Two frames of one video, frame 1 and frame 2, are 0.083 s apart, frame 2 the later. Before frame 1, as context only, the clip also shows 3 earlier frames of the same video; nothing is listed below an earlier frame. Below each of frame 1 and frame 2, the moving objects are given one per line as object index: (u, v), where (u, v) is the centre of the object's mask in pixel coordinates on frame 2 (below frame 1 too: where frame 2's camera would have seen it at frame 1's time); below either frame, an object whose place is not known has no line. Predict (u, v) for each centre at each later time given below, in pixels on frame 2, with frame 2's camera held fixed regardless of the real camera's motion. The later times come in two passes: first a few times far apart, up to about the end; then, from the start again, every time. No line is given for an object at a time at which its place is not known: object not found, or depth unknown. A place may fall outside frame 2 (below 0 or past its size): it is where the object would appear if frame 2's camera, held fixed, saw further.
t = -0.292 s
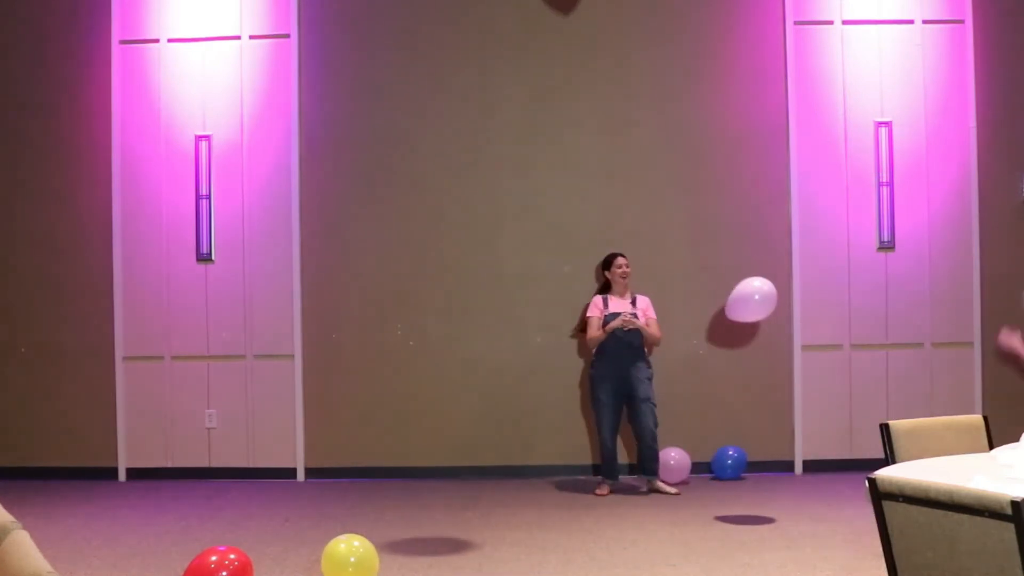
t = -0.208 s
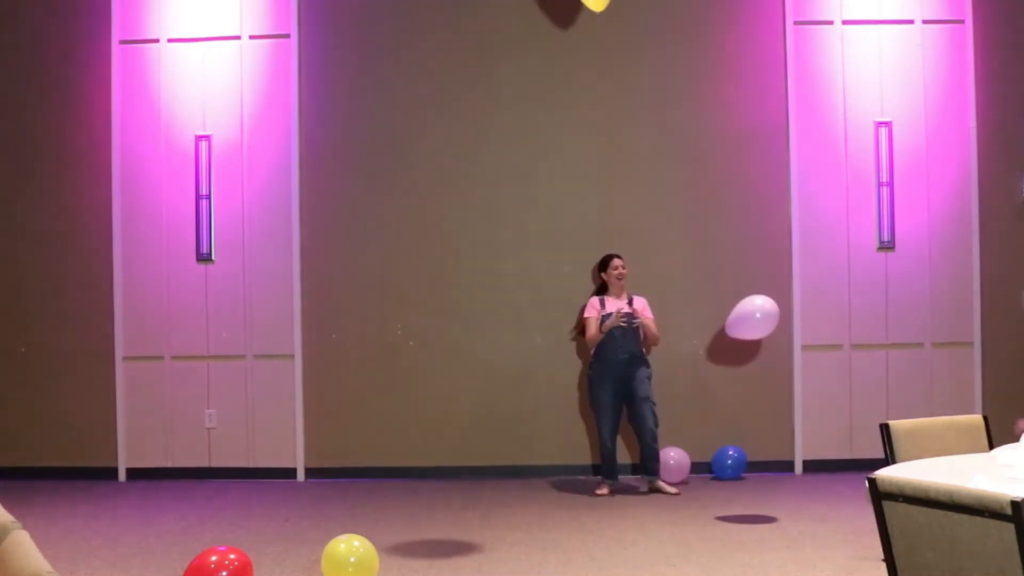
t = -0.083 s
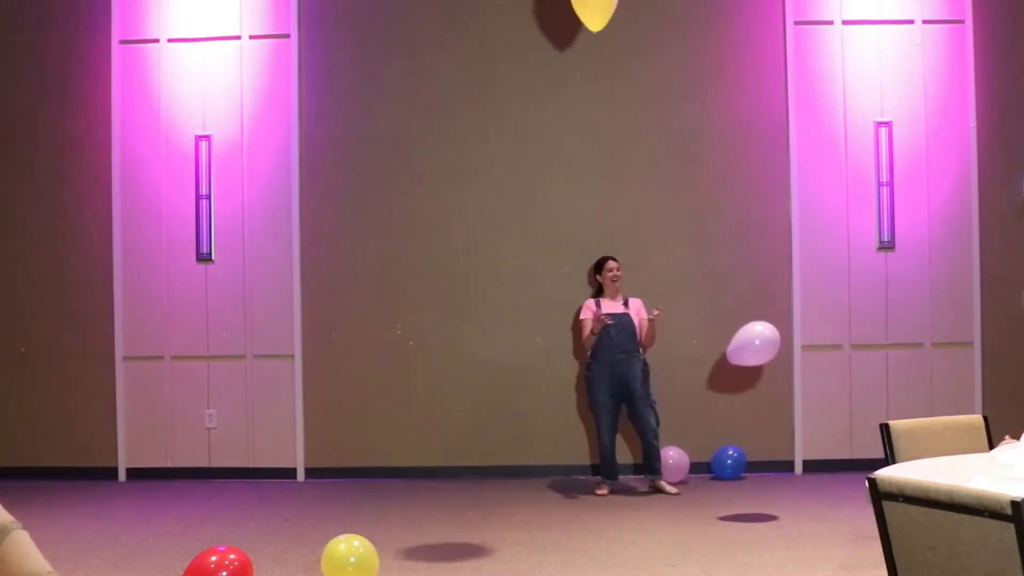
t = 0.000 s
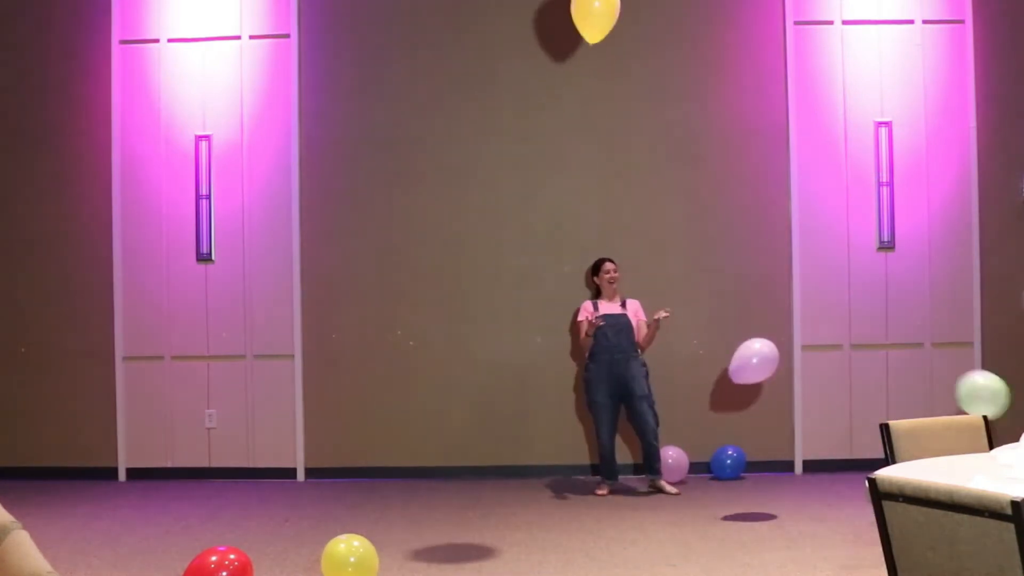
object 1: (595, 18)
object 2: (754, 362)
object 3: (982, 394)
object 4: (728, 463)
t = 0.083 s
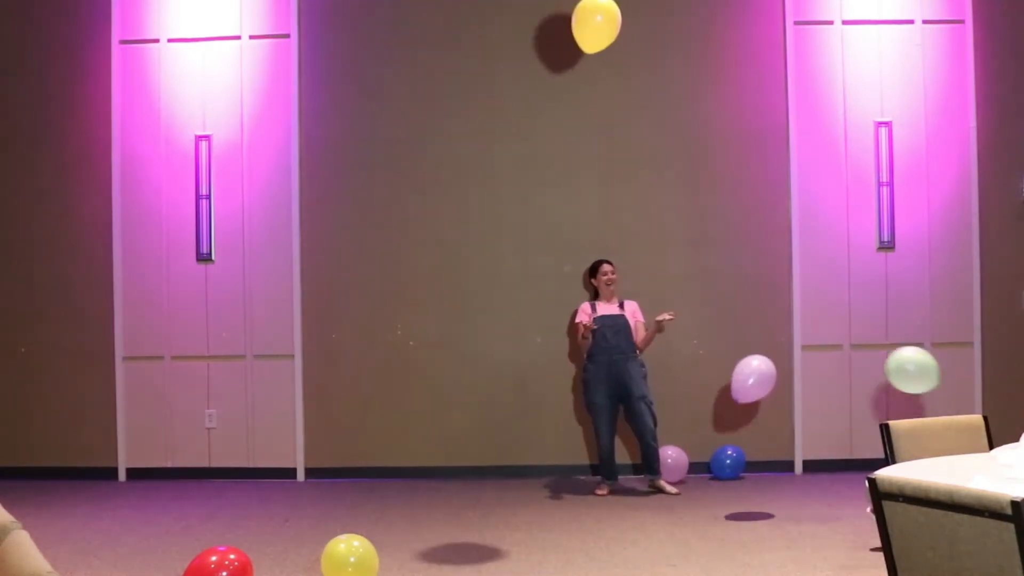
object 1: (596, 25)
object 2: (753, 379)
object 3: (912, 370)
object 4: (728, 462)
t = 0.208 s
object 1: (598, 46)
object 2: (750, 406)
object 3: (840, 376)
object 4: (726, 463)
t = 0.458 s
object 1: (601, 95)
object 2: (745, 466)
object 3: (764, 423)
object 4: (716, 463)
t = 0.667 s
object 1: (604, 135)
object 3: (731, 473)
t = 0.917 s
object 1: (605, 183)
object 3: (707, 467)
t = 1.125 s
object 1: (606, 226)
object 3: (696, 438)
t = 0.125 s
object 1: (596, 30)
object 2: (752, 388)
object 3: (885, 369)
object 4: (727, 462)
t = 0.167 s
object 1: (597, 38)
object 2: (751, 396)
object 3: (861, 371)
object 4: (727, 462)
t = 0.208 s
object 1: (598, 46)
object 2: (750, 406)
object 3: (840, 376)
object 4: (726, 463)
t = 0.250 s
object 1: (598, 54)
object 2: (748, 415)
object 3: (823, 382)
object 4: (726, 462)
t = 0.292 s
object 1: (599, 62)
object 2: (747, 425)
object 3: (808, 389)
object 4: (726, 462)
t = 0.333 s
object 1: (599, 70)
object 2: (746, 435)
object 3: (795, 395)
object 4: (724, 464)
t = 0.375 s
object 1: (600, 78)
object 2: (746, 446)
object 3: (783, 403)
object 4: (721, 465)
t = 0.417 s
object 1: (601, 86)
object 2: (745, 456)
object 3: (773, 413)
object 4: (719, 466)
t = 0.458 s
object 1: (601, 95)
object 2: (745, 466)
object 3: (764, 423)
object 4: (716, 463)
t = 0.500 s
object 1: (602, 103)
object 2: (746, 475)
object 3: (757, 433)
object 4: (718, 460)
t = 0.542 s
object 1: (602, 111)
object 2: (747, 485)
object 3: (750, 443)
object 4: (717, 462)
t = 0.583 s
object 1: (603, 119)
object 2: (748, 494)
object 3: (743, 453)
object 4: (714, 465)
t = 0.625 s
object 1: (603, 127)
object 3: (737, 463)
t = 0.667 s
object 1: (604, 135)
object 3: (731, 473)
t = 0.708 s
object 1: (604, 143)
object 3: (724, 483)
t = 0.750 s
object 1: (604, 151)
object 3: (719, 492)
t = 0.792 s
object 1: (604, 159)
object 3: (715, 493)
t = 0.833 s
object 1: (605, 167)
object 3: (712, 484)
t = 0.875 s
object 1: (605, 175)
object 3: (709, 476)
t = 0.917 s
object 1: (605, 183)
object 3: (707, 467)
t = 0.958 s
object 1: (605, 192)
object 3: (704, 460)
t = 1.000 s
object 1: (605, 200)
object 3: (702, 454)
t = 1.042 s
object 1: (606, 209)
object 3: (700, 448)
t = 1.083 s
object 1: (606, 218)
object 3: (698, 442)
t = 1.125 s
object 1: (606, 226)
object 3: (696, 438)
